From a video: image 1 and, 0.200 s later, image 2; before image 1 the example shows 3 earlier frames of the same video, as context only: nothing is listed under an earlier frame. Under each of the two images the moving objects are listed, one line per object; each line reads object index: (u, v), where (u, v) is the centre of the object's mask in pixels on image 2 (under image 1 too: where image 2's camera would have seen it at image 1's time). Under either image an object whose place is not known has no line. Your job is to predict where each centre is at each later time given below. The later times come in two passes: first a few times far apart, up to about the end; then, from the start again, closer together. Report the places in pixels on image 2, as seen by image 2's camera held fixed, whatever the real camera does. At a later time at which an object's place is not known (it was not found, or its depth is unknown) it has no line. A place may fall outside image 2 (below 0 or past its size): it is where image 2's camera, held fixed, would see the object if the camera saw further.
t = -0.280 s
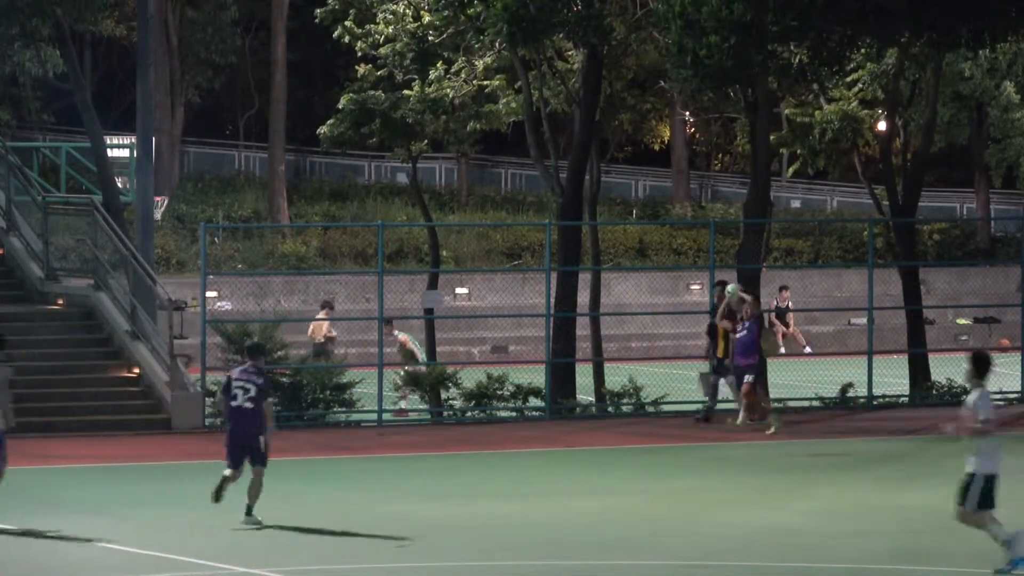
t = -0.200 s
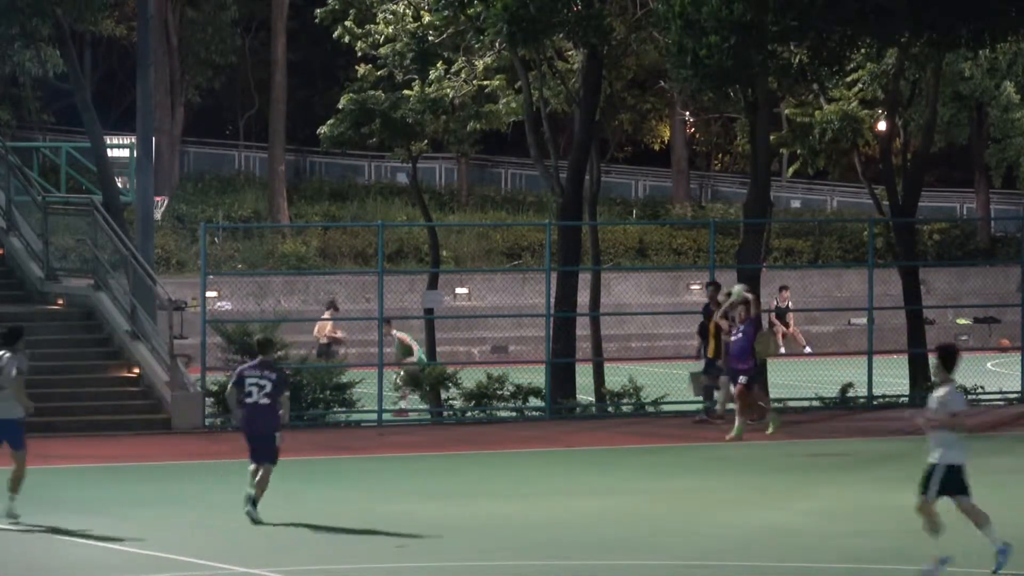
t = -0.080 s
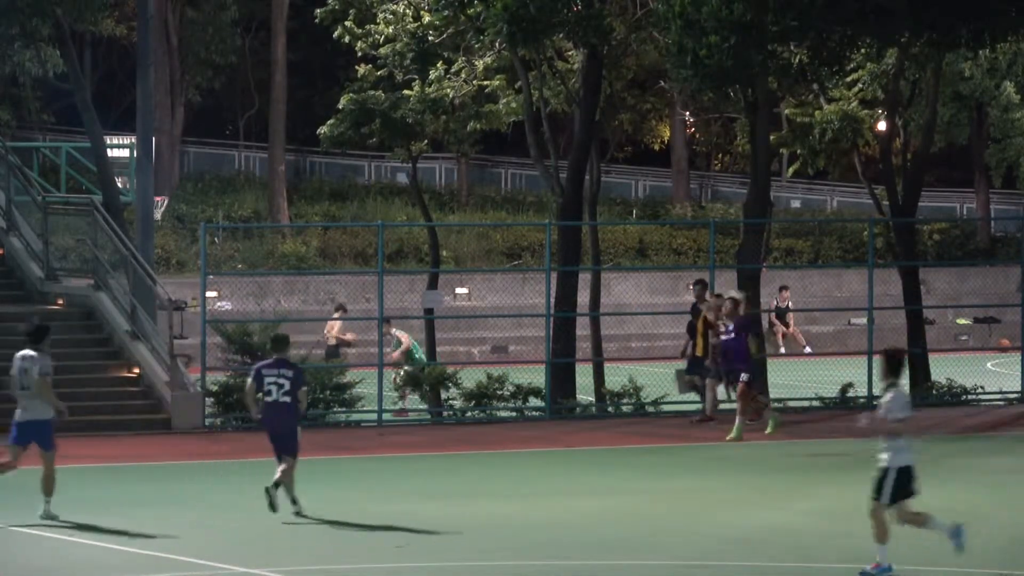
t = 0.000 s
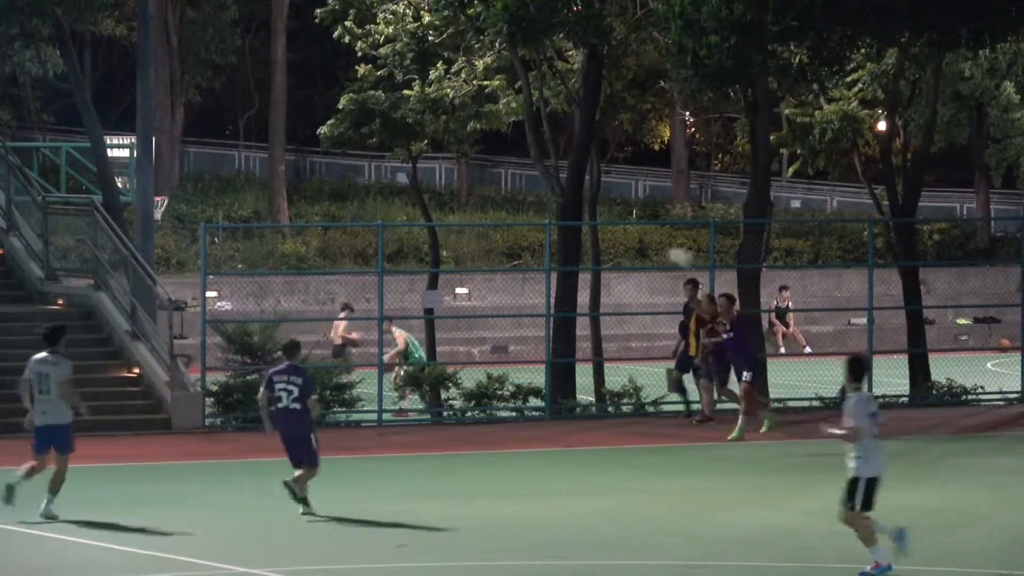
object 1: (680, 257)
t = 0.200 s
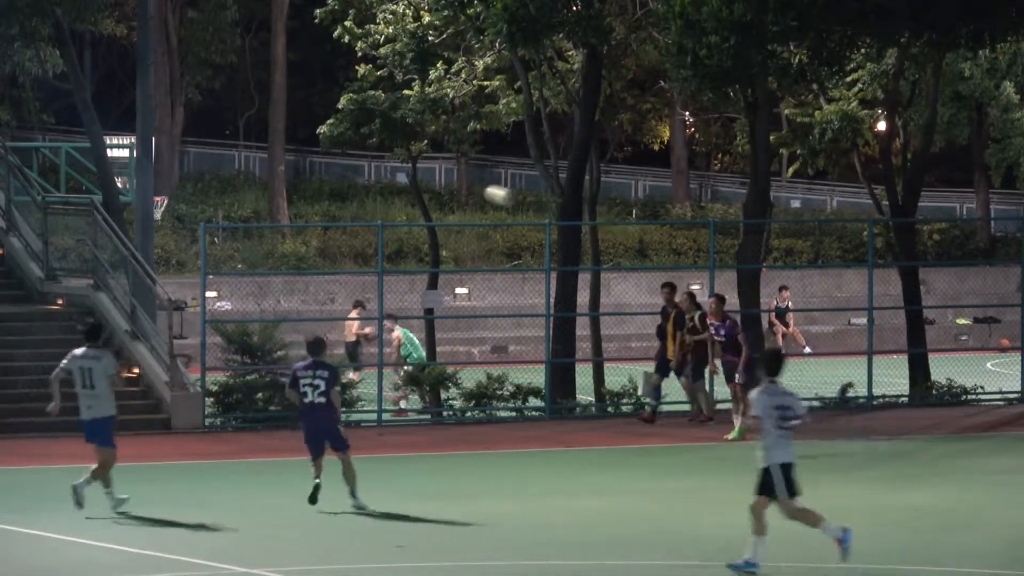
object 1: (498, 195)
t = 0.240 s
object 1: (463, 186)
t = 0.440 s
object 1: (278, 157)
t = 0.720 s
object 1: (6, 164)
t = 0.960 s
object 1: (-254, 228)
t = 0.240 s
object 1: (463, 186)
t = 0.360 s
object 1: (352, 165)
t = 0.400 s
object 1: (316, 161)
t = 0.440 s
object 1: (278, 157)
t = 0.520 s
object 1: (202, 153)
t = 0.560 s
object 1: (165, 152)
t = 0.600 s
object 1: (127, 153)
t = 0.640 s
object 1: (86, 156)
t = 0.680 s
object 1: (46, 160)
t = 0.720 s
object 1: (6, 164)
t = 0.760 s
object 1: (-36, 171)
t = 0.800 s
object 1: (-73, 180)
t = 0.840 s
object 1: (-117, 189)
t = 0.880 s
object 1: (-161, 199)
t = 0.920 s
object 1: (-205, 213)
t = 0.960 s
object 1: (-254, 228)
